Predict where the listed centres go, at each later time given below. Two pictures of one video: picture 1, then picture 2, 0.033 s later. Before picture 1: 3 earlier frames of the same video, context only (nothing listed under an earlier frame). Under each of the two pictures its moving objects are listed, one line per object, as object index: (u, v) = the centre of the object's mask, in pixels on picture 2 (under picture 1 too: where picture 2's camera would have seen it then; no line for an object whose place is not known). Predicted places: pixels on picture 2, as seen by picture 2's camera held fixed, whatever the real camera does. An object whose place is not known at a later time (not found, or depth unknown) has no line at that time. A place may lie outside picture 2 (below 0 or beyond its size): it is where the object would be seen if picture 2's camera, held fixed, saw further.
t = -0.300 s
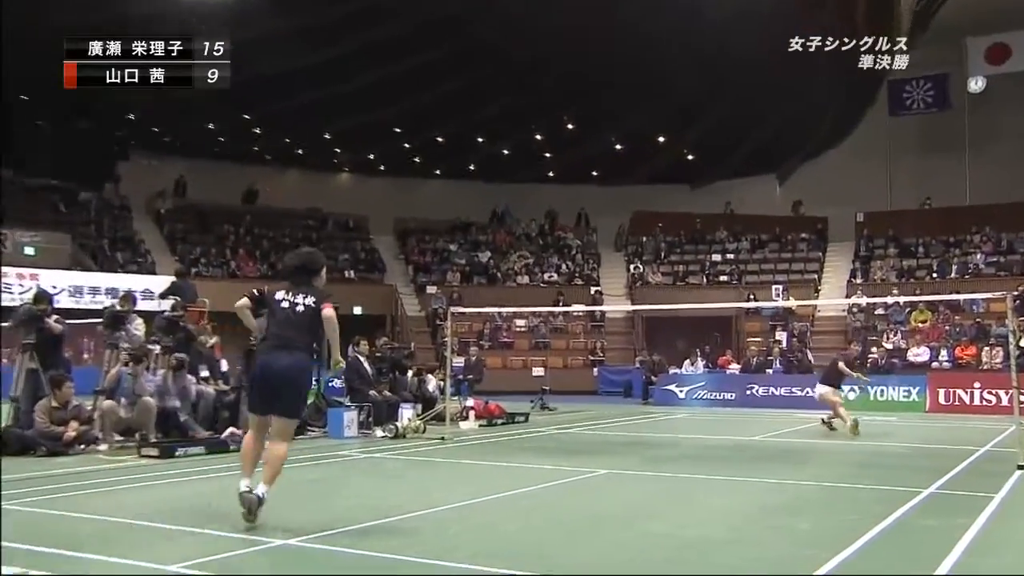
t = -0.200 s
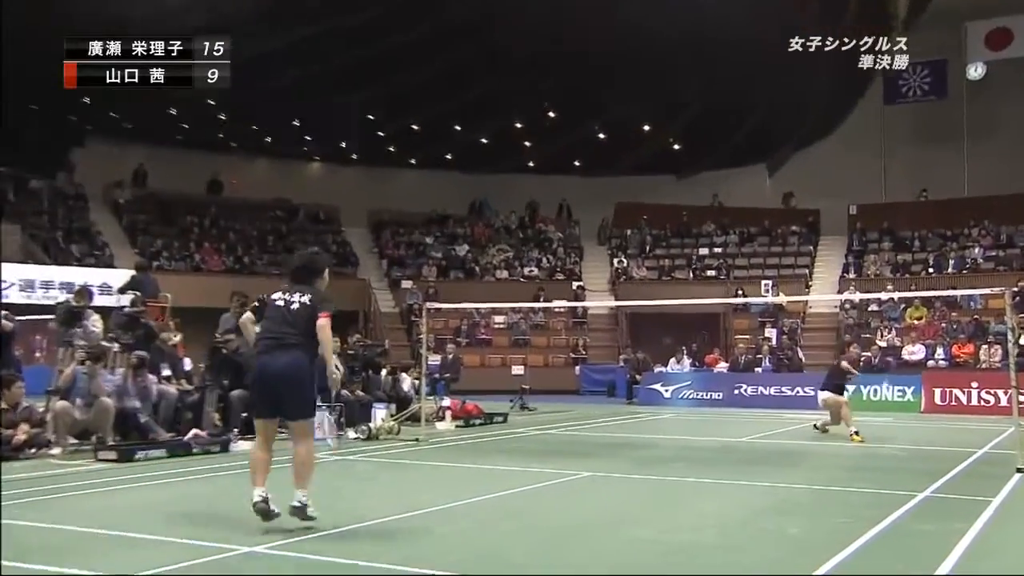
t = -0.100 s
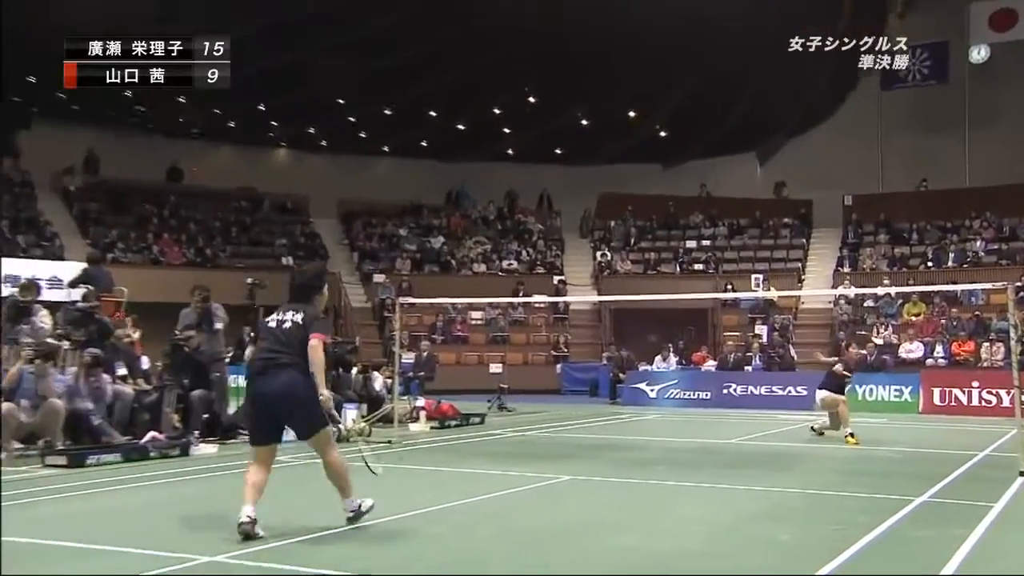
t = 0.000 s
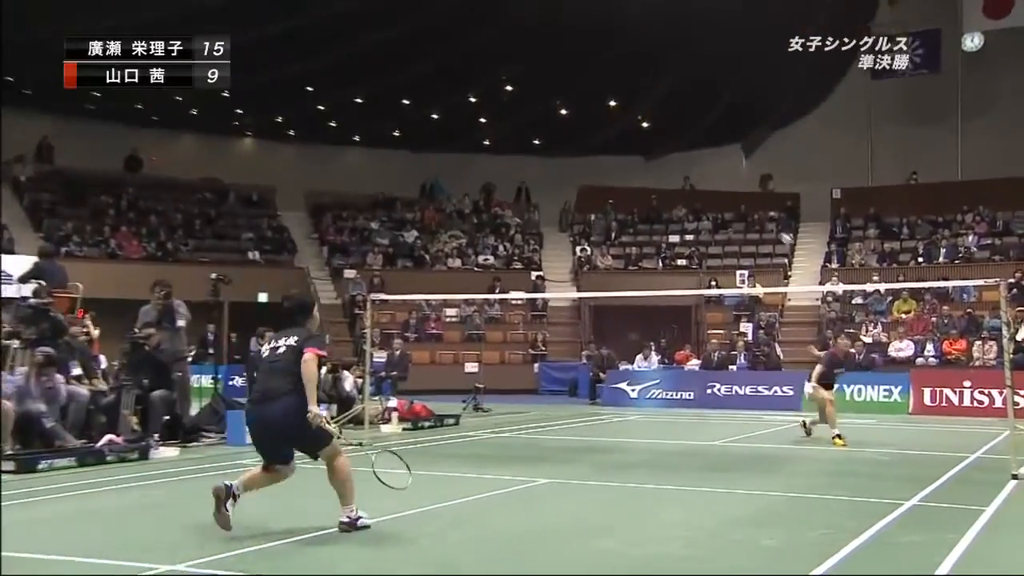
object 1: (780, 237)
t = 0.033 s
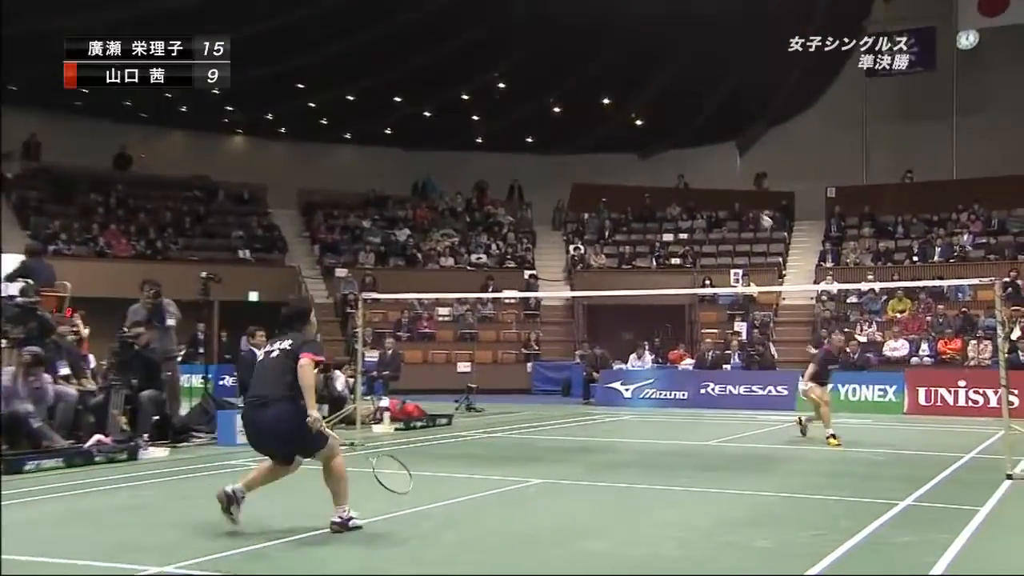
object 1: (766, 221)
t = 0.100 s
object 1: (740, 188)
